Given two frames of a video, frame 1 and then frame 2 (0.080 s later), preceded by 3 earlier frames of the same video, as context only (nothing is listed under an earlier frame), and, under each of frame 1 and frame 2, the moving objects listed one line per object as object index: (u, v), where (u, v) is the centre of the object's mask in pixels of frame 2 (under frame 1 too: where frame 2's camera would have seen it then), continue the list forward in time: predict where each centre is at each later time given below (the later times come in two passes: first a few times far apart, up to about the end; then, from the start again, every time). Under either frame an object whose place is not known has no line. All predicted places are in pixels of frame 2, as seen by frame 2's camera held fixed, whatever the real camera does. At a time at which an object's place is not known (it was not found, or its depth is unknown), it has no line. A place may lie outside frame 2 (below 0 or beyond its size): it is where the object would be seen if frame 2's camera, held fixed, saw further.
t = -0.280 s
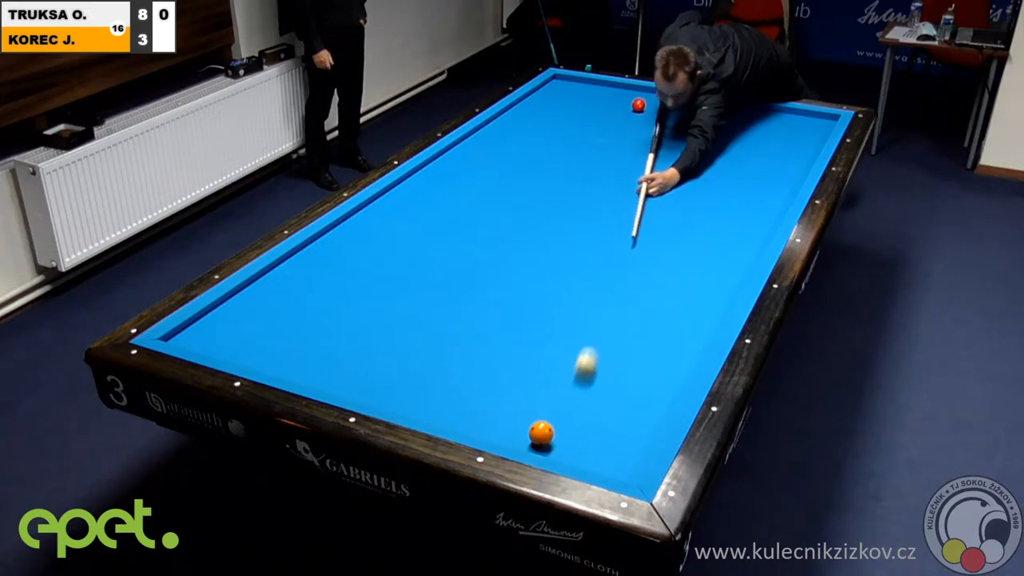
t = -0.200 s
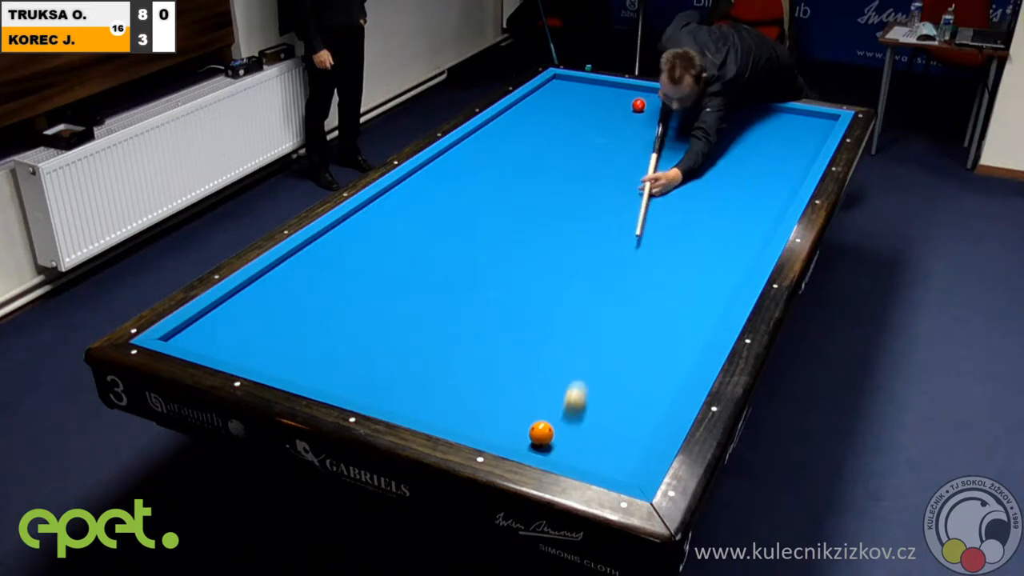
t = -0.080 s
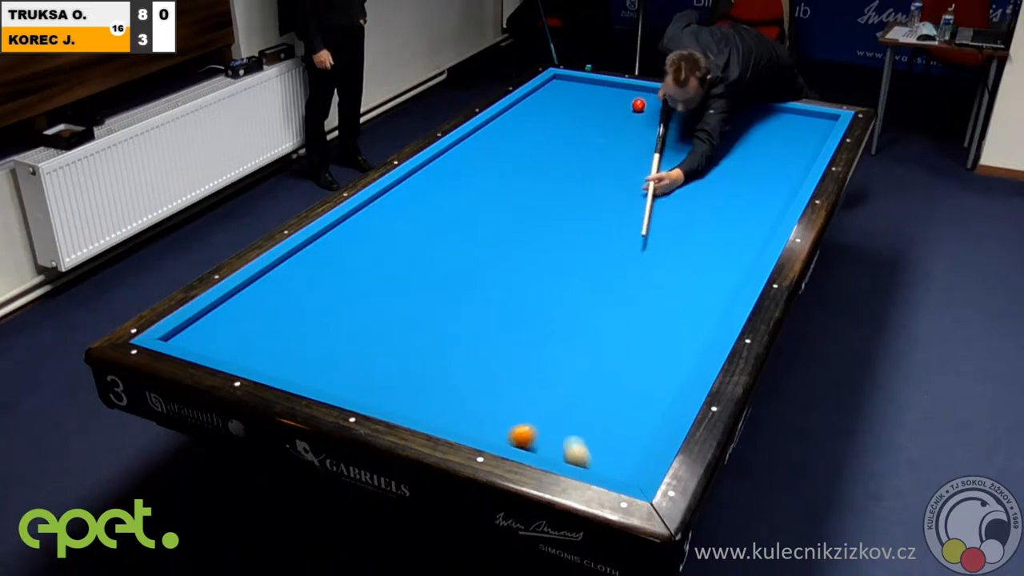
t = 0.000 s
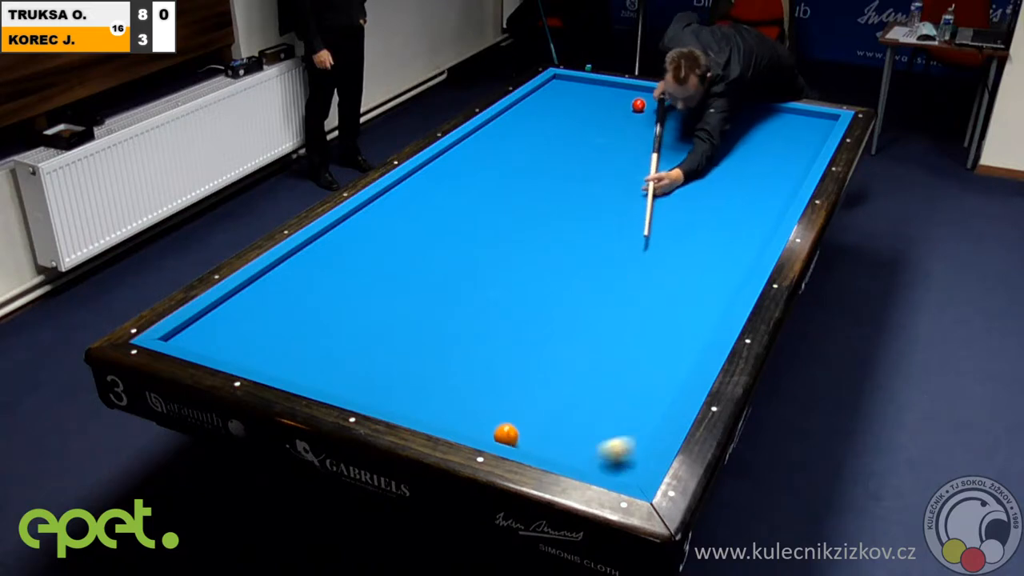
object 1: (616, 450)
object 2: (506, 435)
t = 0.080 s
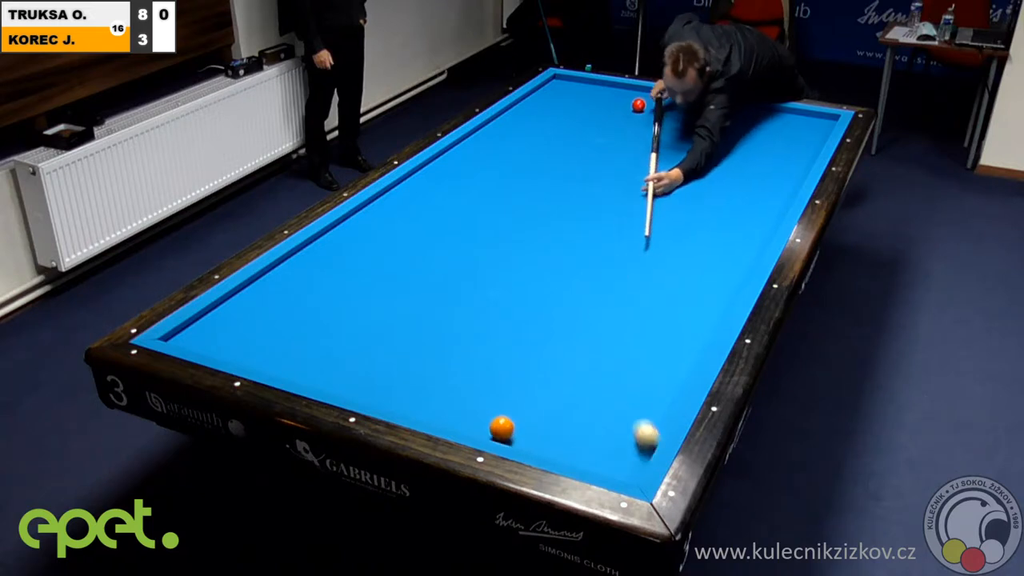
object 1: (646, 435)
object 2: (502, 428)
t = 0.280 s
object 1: (621, 385)
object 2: (490, 411)
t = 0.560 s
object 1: (597, 332)
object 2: (476, 389)
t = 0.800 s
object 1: (580, 293)
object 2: (464, 372)
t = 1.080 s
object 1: (563, 254)
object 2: (452, 353)
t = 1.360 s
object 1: (548, 221)
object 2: (441, 337)
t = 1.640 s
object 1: (535, 192)
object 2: (430, 322)
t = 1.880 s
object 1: (526, 170)
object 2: (422, 310)
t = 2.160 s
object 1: (516, 148)
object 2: (413, 297)
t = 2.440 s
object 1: (507, 128)
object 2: (406, 285)
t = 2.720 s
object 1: (510, 113)
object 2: (398, 274)
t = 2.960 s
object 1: (532, 107)
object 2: (392, 266)
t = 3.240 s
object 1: (557, 101)
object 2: (386, 257)
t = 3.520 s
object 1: (581, 95)
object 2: (380, 249)
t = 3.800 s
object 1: (603, 89)
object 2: (374, 241)
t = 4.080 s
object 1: (618, 86)
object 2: (369, 235)
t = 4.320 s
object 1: (619, 90)
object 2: (365, 229)
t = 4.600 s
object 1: (621, 95)
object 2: (361, 224)
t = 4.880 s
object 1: (622, 100)
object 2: (357, 218)
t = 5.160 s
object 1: (623, 104)
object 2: (357, 215)
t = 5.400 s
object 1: (624, 108)
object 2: (362, 214)
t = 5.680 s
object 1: (625, 112)
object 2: (368, 213)
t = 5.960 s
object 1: (626, 116)
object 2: (372, 213)
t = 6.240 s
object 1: (627, 120)
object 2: (376, 212)
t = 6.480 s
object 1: (628, 123)
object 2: (378, 212)
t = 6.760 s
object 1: (628, 127)
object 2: (380, 212)
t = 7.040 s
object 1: (629, 130)
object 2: (381, 212)
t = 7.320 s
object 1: (630, 133)
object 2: (381, 212)
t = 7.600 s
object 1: (631, 136)
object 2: (381, 211)
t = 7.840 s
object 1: (632, 139)
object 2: (381, 211)
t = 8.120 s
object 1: (632, 141)
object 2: (381, 211)
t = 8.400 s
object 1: (633, 143)
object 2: (381, 211)
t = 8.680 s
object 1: (633, 145)
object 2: (381, 211)
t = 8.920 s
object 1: (634, 146)
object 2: (381, 211)
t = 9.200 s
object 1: (634, 148)
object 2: (381, 211)
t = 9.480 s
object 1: (634, 149)
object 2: (381, 211)
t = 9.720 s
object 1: (634, 149)
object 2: (381, 211)
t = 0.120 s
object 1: (640, 423)
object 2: (499, 425)
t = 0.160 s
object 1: (634, 413)
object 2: (497, 422)
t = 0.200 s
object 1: (629, 403)
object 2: (495, 418)
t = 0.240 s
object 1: (625, 394)
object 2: (493, 415)
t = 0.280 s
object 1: (621, 385)
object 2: (490, 411)
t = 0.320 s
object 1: (617, 377)
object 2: (488, 408)
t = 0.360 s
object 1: (614, 369)
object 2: (486, 405)
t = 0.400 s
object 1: (610, 361)
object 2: (484, 402)
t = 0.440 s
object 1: (607, 354)
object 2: (482, 398)
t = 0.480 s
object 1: (604, 346)
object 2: (480, 395)
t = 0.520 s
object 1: (600, 339)
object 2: (478, 392)
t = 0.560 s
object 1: (597, 332)
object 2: (476, 389)
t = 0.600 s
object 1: (594, 325)
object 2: (474, 386)
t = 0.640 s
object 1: (591, 319)
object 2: (472, 383)
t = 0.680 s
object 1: (588, 312)
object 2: (470, 381)
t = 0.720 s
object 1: (586, 306)
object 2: (468, 378)
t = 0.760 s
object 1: (583, 299)
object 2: (466, 375)
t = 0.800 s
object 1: (580, 293)
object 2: (464, 372)
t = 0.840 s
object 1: (578, 287)
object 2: (462, 369)
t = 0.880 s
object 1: (575, 282)
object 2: (461, 367)
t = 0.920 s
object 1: (572, 276)
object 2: (459, 364)
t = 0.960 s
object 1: (570, 270)
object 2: (457, 361)
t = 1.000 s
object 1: (568, 265)
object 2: (455, 358)
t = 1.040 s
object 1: (565, 260)
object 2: (454, 356)
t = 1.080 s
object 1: (563, 254)
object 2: (452, 353)
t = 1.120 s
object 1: (561, 249)
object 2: (450, 351)
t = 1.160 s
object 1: (558, 244)
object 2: (449, 349)
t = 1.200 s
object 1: (556, 240)
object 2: (447, 346)
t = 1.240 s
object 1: (554, 235)
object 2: (445, 344)
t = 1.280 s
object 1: (552, 230)
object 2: (444, 341)
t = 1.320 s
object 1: (550, 225)
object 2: (442, 339)
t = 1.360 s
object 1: (548, 221)
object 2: (441, 337)
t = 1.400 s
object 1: (546, 217)
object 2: (439, 335)
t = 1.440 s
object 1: (544, 212)
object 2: (438, 332)
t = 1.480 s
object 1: (542, 208)
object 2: (436, 330)
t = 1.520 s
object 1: (541, 204)
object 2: (435, 328)
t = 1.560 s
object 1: (539, 200)
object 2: (433, 326)
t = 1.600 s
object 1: (537, 196)
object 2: (432, 324)
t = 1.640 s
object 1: (535, 192)
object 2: (430, 322)
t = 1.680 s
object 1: (534, 188)
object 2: (429, 320)
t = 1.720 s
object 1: (532, 184)
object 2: (428, 318)
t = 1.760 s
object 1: (530, 181)
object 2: (426, 315)
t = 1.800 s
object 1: (529, 177)
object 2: (425, 314)
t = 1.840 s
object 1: (527, 174)
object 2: (424, 311)
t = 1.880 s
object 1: (526, 170)
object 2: (422, 310)
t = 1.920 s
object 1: (524, 167)
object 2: (421, 308)
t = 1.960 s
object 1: (523, 164)
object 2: (420, 306)
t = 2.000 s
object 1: (521, 161)
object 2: (418, 304)
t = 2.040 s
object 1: (520, 157)
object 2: (417, 302)
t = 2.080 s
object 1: (518, 154)
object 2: (416, 300)
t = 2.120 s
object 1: (517, 151)
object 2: (415, 299)
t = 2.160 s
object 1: (516, 148)
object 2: (413, 297)
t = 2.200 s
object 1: (515, 145)
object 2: (412, 295)
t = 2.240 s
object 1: (513, 142)
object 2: (411, 293)
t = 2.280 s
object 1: (512, 139)
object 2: (410, 291)
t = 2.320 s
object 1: (511, 136)
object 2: (409, 290)
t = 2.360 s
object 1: (510, 134)
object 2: (408, 288)
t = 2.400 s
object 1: (508, 131)
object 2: (407, 286)
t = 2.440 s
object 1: (507, 128)
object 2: (406, 285)
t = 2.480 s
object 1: (506, 126)
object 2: (404, 283)
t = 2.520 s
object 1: (505, 123)
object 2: (403, 282)
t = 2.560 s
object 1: (504, 120)
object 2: (402, 280)
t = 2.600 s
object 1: (502, 118)
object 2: (401, 279)
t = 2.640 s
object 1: (502, 115)
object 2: (400, 277)
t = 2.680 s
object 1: (505, 114)
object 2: (399, 276)
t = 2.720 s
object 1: (510, 113)
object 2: (398, 274)
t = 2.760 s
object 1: (513, 112)
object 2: (397, 273)
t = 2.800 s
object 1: (517, 111)
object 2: (396, 272)
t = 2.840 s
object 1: (521, 110)
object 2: (395, 270)
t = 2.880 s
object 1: (525, 109)
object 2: (394, 269)
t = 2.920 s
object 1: (528, 108)
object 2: (393, 267)
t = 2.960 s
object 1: (532, 107)
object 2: (392, 266)
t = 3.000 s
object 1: (536, 106)
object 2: (391, 265)
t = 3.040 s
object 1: (540, 105)
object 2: (390, 264)
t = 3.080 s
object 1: (543, 105)
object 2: (389, 262)
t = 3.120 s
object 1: (547, 104)
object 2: (388, 261)
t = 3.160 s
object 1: (550, 103)
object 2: (387, 260)
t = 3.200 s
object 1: (554, 102)
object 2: (387, 258)
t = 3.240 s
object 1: (557, 101)
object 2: (386, 257)
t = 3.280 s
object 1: (561, 100)
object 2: (385, 256)
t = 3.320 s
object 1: (564, 99)
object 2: (384, 255)
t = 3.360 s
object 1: (568, 98)
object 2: (383, 253)
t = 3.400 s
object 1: (571, 97)
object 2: (382, 252)
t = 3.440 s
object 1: (574, 96)
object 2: (381, 251)
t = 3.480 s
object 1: (577, 95)
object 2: (380, 250)
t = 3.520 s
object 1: (581, 95)
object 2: (380, 249)
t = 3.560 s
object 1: (584, 94)
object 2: (379, 248)
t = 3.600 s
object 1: (587, 93)
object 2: (378, 247)
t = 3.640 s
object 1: (590, 92)
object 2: (377, 245)
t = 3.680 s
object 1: (593, 91)
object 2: (376, 244)
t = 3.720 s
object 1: (596, 91)
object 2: (376, 243)
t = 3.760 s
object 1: (600, 89)
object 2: (375, 242)
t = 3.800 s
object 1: (603, 89)
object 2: (374, 241)
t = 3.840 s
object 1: (606, 88)
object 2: (373, 240)
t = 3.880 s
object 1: (609, 87)
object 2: (372, 239)
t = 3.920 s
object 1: (612, 86)
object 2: (372, 238)
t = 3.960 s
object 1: (615, 86)
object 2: (371, 237)
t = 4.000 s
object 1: (618, 85)
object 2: (370, 236)
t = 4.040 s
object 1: (618, 86)
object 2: (370, 235)
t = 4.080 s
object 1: (618, 86)
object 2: (369, 235)
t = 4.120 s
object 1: (618, 87)
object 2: (368, 234)
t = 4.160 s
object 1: (619, 88)
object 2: (367, 233)
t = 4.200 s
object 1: (619, 88)
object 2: (367, 232)
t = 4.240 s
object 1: (619, 89)
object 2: (366, 231)
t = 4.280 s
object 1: (619, 90)
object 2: (365, 230)
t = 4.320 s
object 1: (619, 90)
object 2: (365, 229)
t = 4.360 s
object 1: (620, 91)
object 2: (364, 228)
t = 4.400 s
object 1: (620, 92)
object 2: (364, 228)
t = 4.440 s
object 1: (620, 92)
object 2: (363, 227)
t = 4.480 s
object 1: (620, 93)
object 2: (362, 226)
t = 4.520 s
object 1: (620, 94)
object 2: (362, 225)
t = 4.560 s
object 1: (620, 95)
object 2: (361, 224)
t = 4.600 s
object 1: (621, 95)
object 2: (361, 224)
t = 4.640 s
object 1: (621, 96)
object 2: (360, 223)
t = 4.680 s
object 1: (621, 96)
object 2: (359, 222)
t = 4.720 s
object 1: (621, 97)
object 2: (359, 221)
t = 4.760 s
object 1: (621, 98)
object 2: (358, 220)
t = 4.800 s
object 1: (621, 98)
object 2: (358, 220)
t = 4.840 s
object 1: (622, 99)
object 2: (357, 219)
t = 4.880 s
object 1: (622, 100)
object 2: (357, 218)
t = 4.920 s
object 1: (622, 101)
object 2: (356, 218)
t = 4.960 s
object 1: (622, 101)
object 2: (356, 217)
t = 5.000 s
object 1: (622, 102)
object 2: (355, 216)
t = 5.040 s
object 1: (622, 102)
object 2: (355, 215)
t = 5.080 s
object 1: (623, 103)
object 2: (355, 215)
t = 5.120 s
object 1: (623, 104)
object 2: (356, 215)
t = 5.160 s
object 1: (623, 104)
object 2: (357, 215)
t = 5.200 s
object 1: (623, 105)
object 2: (358, 214)
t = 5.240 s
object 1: (623, 106)
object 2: (359, 214)
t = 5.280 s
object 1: (623, 106)
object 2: (360, 214)
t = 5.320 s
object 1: (624, 107)
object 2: (360, 214)
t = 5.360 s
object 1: (624, 107)
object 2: (361, 214)
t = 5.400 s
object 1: (624, 108)
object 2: (362, 214)
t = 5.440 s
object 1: (624, 109)
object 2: (363, 214)
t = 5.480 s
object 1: (624, 109)
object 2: (364, 214)
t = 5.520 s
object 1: (624, 110)
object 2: (365, 214)
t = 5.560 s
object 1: (624, 111)
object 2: (366, 213)
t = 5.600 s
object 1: (625, 111)
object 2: (366, 213)
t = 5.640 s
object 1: (625, 112)
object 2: (367, 213)
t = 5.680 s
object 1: (625, 112)
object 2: (368, 213)
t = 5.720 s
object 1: (625, 113)
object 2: (368, 213)
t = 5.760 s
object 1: (625, 114)
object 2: (369, 213)
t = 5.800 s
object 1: (625, 114)
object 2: (370, 213)
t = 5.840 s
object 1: (625, 115)
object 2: (370, 213)
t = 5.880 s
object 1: (625, 115)
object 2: (371, 213)
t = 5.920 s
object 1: (626, 116)
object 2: (372, 213)
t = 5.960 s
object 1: (626, 116)
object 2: (372, 213)
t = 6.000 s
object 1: (626, 117)
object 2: (373, 213)
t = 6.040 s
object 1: (626, 117)
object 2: (373, 213)
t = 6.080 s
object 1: (626, 118)
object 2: (374, 212)
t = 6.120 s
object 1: (626, 119)
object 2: (374, 212)
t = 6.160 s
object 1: (626, 119)
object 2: (375, 212)
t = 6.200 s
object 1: (627, 120)
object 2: (375, 212)
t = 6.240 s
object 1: (627, 120)
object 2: (376, 212)
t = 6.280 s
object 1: (627, 121)
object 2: (376, 212)
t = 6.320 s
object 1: (627, 121)
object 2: (377, 212)
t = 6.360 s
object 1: (627, 122)
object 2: (377, 212)
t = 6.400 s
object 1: (627, 122)
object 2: (377, 212)
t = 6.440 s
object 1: (627, 123)
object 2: (378, 212)
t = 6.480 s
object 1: (628, 123)
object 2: (378, 212)
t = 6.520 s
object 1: (628, 124)
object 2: (378, 212)
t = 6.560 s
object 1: (628, 124)
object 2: (379, 212)
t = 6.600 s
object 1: (628, 125)
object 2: (379, 212)
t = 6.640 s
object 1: (628, 125)
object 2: (379, 212)
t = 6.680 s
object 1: (628, 126)
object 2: (379, 212)
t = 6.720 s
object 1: (628, 126)
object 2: (380, 212)
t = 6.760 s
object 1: (628, 127)
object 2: (380, 212)
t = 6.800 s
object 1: (629, 127)
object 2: (380, 212)
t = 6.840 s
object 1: (629, 128)
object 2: (380, 212)
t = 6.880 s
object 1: (629, 128)
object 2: (381, 212)
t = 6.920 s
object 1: (629, 129)
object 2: (381, 211)
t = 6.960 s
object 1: (629, 129)
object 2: (381, 211)
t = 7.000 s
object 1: (629, 130)
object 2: (381, 212)
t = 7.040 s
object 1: (629, 130)
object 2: (381, 212)
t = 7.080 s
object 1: (629, 131)
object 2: (381, 212)
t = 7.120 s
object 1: (630, 131)
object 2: (381, 212)
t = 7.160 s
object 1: (630, 132)
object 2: (381, 212)
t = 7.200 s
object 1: (630, 132)
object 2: (381, 212)
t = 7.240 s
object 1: (630, 133)
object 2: (381, 212)
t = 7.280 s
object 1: (630, 133)
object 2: (381, 212)
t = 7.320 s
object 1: (630, 133)
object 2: (381, 212)
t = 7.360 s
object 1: (630, 134)
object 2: (381, 212)
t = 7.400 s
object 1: (630, 134)
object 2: (381, 212)
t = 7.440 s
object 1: (631, 135)
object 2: (381, 212)
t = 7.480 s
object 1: (631, 135)
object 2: (381, 212)
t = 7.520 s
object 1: (631, 135)
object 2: (381, 211)
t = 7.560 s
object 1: (631, 136)
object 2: (381, 211)
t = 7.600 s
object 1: (631, 136)
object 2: (381, 211)
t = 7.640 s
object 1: (631, 137)
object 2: (381, 211)
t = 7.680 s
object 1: (631, 137)
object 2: (381, 211)
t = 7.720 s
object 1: (631, 137)
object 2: (381, 211)
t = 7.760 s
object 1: (631, 138)
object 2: (381, 211)
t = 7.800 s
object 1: (631, 138)
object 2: (381, 211)
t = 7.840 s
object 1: (632, 139)
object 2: (381, 211)
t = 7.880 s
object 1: (632, 139)
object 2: (381, 211)
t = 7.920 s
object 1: (632, 139)
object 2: (381, 211)
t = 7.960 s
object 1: (632, 140)
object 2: (381, 211)
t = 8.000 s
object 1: (632, 140)
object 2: (381, 211)
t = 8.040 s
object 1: (632, 140)
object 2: (381, 211)
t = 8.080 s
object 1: (632, 141)
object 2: (381, 211)
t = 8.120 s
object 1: (632, 141)
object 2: (381, 211)
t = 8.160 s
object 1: (632, 141)
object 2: (381, 211)
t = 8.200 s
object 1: (632, 141)
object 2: (381, 211)
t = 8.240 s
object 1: (632, 142)
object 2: (381, 211)
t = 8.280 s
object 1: (632, 142)
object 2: (381, 211)
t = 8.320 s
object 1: (633, 142)
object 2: (381, 211)
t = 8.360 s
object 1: (633, 143)
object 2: (381, 211)
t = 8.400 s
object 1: (633, 143)
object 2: (381, 211)
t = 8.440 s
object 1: (633, 143)
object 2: (381, 212)
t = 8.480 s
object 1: (633, 143)
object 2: (381, 211)
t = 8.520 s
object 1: (633, 144)
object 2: (381, 212)
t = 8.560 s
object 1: (633, 144)
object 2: (381, 212)
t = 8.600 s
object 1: (633, 144)
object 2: (381, 212)
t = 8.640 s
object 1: (633, 145)
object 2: (381, 211)
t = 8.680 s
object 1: (633, 145)
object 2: (381, 211)
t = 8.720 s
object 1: (633, 145)
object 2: (381, 211)
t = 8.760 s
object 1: (633, 145)
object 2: (381, 211)
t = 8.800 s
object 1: (633, 146)
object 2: (381, 211)
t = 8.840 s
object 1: (633, 146)
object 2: (381, 211)
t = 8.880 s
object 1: (633, 146)
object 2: (381, 211)
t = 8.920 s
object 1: (634, 146)
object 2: (381, 211)
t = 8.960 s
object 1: (634, 146)
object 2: (381, 211)
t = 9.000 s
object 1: (634, 147)
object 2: (381, 211)
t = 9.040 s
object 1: (634, 147)
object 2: (381, 211)
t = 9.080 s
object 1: (634, 147)
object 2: (381, 211)
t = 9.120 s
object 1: (634, 147)
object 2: (381, 211)
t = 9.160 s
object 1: (634, 147)
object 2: (381, 211)
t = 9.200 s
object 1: (634, 148)
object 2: (381, 211)
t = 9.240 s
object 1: (634, 148)
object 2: (381, 211)
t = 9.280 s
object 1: (634, 148)
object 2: (381, 211)
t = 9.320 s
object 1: (634, 148)
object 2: (381, 211)
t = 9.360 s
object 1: (634, 148)
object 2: (381, 211)
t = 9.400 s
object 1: (634, 149)
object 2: (381, 211)
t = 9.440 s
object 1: (634, 149)
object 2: (381, 211)
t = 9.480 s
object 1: (634, 149)
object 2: (381, 211)
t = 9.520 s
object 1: (634, 149)
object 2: (381, 211)
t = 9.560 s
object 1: (634, 149)
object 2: (381, 211)
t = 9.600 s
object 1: (634, 149)
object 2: (381, 211)
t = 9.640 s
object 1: (634, 149)
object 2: (381, 211)
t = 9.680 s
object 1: (634, 149)
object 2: (381, 211)
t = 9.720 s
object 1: (634, 149)
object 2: (381, 211)
